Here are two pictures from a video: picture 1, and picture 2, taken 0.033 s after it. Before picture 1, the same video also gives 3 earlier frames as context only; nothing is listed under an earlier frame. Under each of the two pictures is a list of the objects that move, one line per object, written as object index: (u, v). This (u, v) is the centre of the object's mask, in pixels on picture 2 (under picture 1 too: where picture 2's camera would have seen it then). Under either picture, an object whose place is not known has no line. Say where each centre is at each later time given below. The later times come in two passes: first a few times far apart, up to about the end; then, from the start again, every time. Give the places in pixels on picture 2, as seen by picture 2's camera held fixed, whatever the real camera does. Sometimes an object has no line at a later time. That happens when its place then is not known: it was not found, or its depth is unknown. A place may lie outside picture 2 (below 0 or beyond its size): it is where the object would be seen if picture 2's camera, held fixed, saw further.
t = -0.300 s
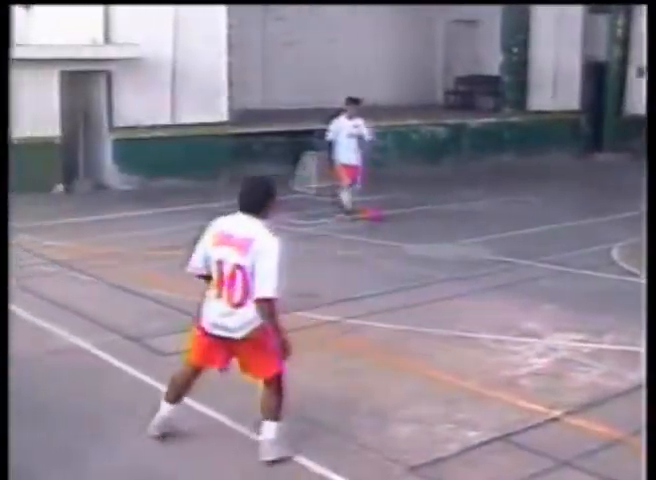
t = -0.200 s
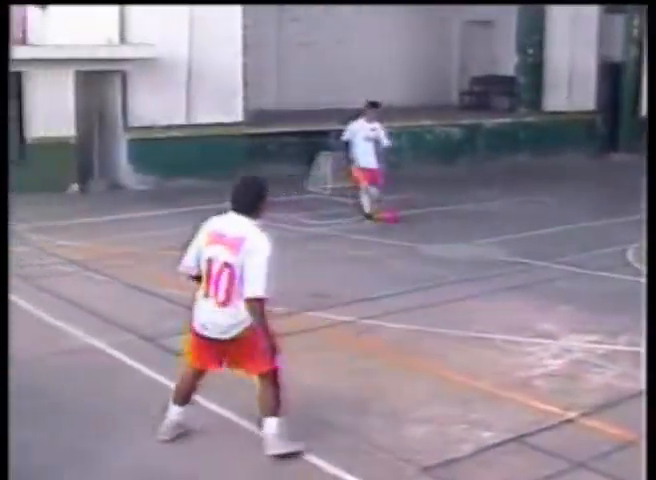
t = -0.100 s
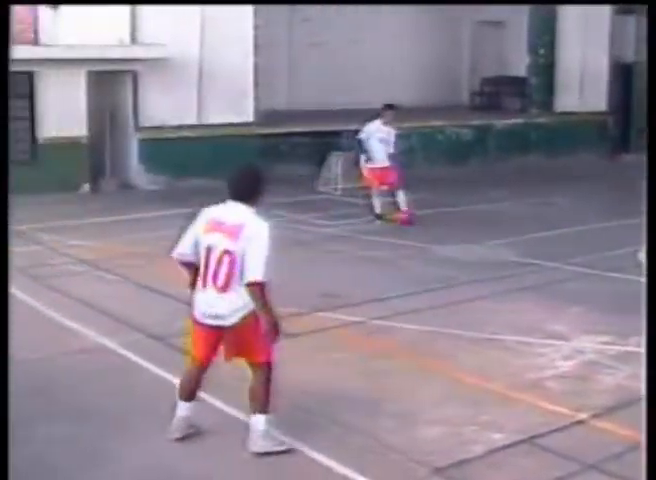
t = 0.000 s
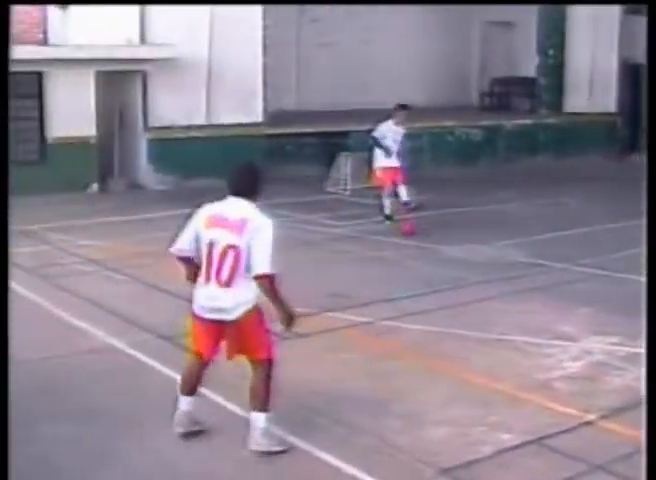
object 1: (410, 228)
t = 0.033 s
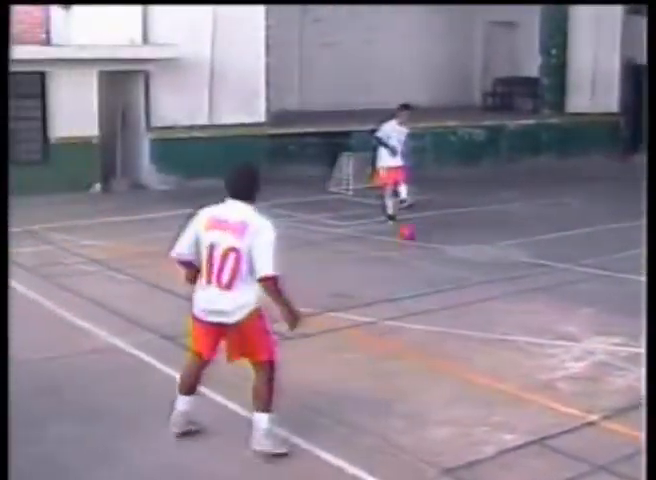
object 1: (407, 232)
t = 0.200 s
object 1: (393, 255)
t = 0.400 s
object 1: (376, 281)
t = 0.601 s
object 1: (353, 314)
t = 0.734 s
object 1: (332, 342)
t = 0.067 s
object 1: (405, 236)
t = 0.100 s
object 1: (404, 239)
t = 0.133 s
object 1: (401, 244)
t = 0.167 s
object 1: (398, 250)
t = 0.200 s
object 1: (393, 255)
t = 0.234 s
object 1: (393, 259)
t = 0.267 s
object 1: (390, 264)
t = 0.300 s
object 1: (387, 268)
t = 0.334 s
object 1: (384, 274)
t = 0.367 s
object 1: (380, 277)
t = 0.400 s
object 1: (376, 281)
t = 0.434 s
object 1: (372, 286)
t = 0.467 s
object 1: (369, 290)
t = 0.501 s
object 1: (365, 296)
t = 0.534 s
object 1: (362, 302)
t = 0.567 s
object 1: (356, 306)
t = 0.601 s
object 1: (353, 314)
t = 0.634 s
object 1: (348, 319)
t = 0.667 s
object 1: (341, 326)
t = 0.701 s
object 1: (337, 332)
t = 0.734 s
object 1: (332, 342)
